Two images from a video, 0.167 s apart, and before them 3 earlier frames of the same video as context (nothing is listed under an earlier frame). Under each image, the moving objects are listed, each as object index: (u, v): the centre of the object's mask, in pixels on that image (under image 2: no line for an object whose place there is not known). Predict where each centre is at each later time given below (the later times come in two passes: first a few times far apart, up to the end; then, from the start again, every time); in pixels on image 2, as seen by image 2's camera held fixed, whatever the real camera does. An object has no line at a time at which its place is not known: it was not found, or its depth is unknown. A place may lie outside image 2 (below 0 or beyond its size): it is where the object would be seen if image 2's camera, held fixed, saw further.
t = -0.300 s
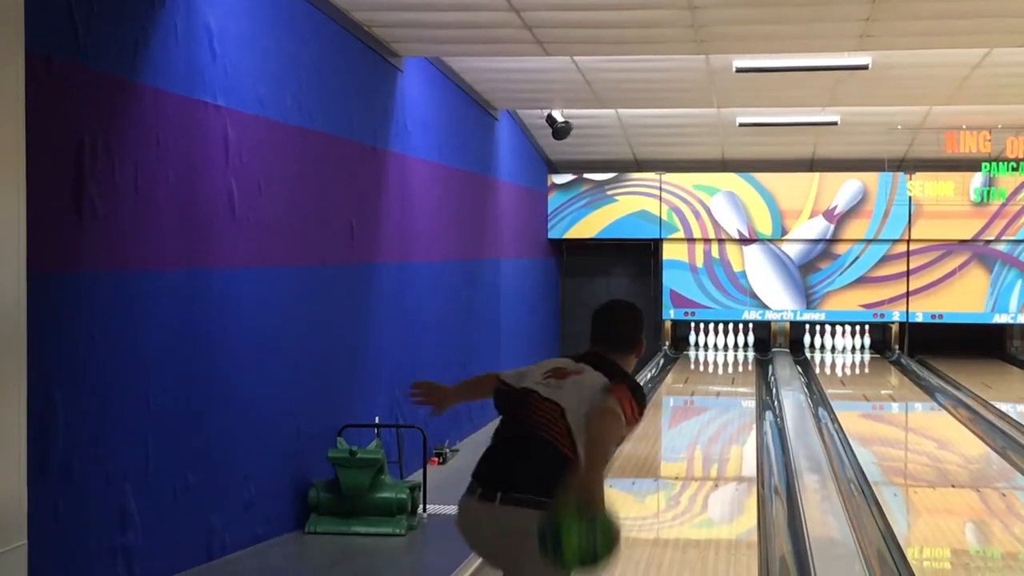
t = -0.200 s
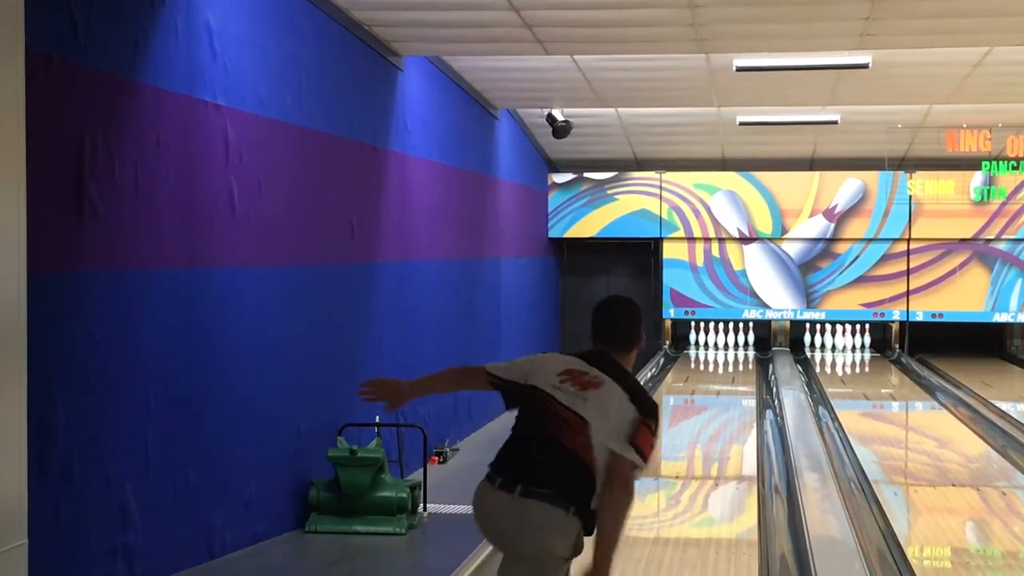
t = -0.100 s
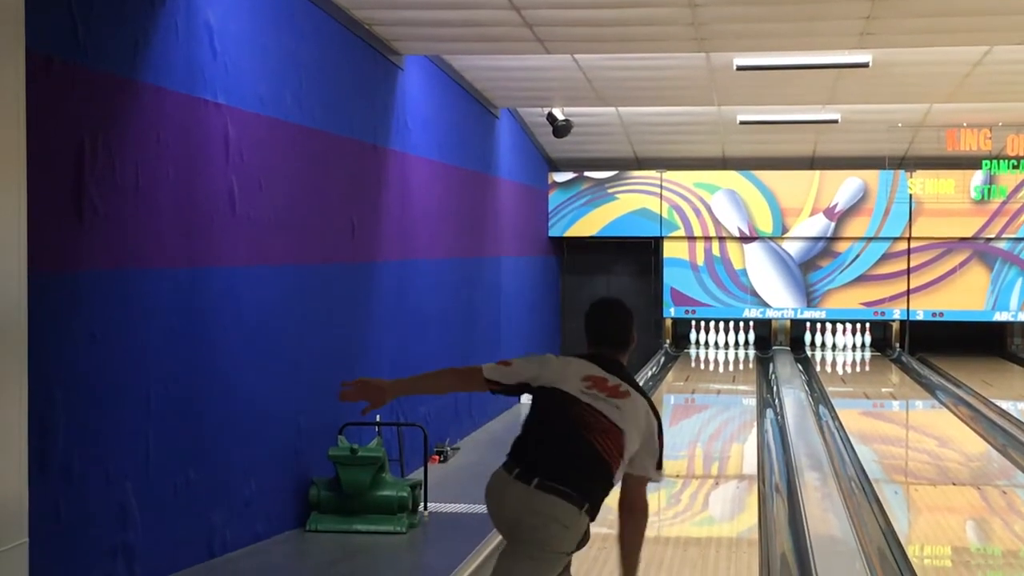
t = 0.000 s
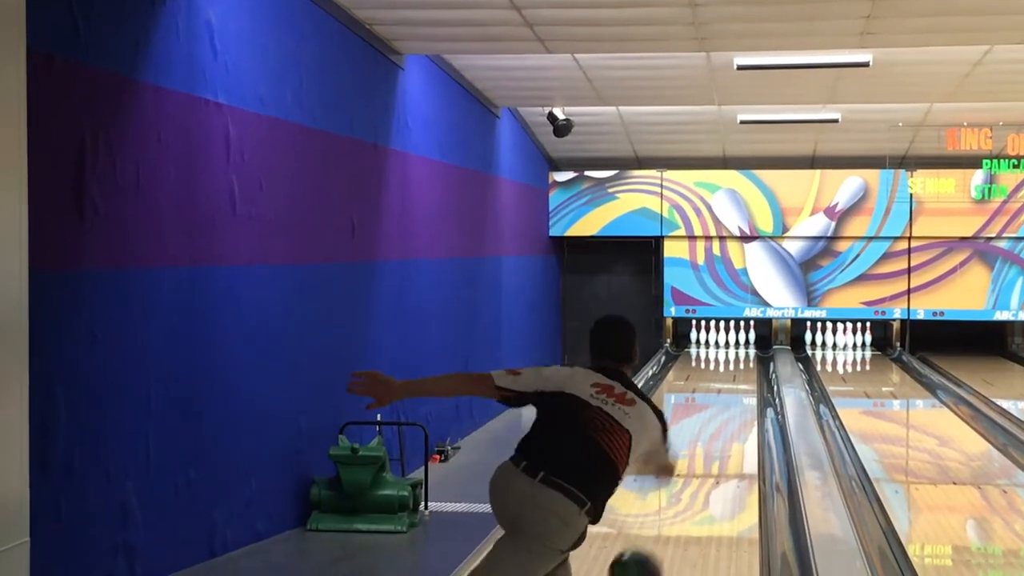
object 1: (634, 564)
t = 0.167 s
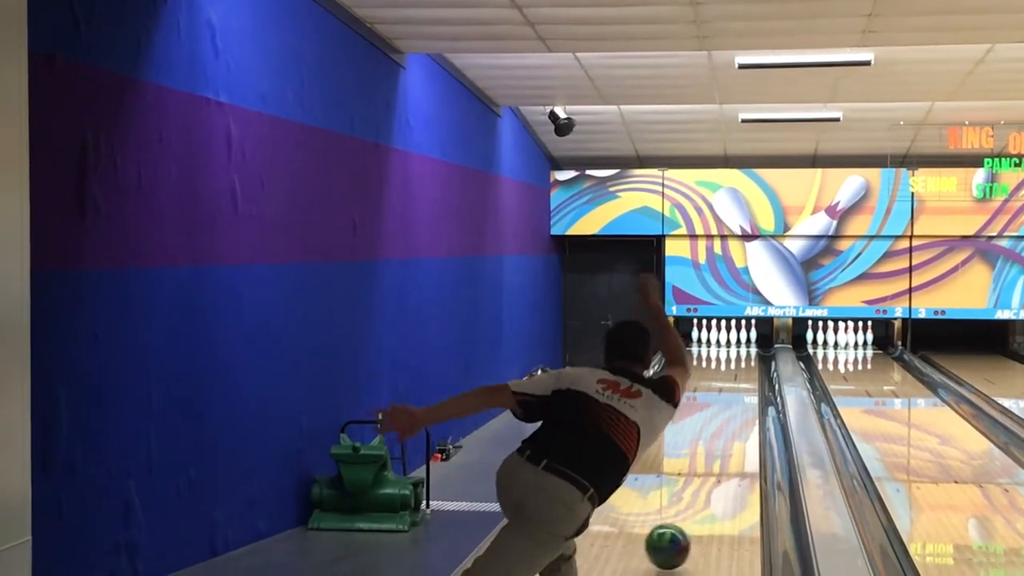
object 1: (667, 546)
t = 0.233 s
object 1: (676, 529)
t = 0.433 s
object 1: (698, 483)
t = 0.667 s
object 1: (716, 446)
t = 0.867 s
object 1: (726, 421)
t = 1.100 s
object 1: (735, 401)
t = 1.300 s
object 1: (740, 387)
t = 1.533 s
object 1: (745, 373)
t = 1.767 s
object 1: (745, 363)
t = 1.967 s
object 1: (744, 354)
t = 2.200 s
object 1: (739, 347)
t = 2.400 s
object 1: (733, 343)
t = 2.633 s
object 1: (729, 339)
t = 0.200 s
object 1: (672, 540)
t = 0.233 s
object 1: (676, 529)
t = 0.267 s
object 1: (681, 521)
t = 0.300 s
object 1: (685, 512)
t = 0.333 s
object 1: (688, 504)
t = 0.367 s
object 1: (692, 496)
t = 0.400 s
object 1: (695, 489)
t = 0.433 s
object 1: (698, 483)
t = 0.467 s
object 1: (701, 477)
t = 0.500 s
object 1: (704, 470)
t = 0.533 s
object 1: (707, 465)
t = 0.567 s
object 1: (709, 459)
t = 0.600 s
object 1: (712, 454)
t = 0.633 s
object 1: (714, 450)
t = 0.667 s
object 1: (716, 446)
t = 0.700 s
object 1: (718, 441)
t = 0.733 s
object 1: (720, 437)
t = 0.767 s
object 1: (722, 433)
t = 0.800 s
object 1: (723, 429)
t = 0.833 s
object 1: (725, 425)
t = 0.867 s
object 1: (726, 421)
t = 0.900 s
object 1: (728, 418)
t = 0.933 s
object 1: (729, 415)
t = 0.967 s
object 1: (730, 412)
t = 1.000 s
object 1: (732, 409)
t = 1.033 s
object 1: (733, 406)
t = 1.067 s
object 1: (734, 403)
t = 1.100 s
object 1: (735, 401)
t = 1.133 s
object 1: (736, 398)
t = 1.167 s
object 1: (737, 396)
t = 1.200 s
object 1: (738, 393)
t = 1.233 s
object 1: (739, 391)
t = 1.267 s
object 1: (740, 388)
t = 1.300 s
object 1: (740, 387)
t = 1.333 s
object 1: (741, 384)
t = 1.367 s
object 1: (742, 383)
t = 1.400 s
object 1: (742, 380)
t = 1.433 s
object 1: (743, 378)
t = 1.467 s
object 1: (743, 376)
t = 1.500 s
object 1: (744, 375)
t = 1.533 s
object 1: (745, 373)
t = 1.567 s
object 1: (744, 372)
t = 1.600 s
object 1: (745, 370)
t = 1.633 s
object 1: (746, 368)
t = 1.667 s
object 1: (746, 367)
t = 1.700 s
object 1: (746, 365)
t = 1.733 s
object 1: (746, 363)
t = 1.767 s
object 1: (745, 363)
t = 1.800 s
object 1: (746, 360)
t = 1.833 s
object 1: (745, 360)
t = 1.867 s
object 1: (746, 358)
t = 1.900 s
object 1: (745, 357)
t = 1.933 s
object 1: (744, 356)
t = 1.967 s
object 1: (744, 354)
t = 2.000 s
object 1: (744, 353)
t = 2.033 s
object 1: (744, 352)
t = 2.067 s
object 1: (742, 351)
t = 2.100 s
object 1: (742, 350)
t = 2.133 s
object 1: (741, 350)
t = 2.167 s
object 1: (740, 349)
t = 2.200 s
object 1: (739, 347)
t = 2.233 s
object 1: (738, 346)
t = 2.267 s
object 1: (737, 346)
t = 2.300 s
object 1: (735, 345)
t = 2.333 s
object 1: (735, 344)
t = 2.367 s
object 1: (734, 344)
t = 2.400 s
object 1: (733, 343)
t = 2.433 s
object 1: (732, 342)
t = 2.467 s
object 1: (731, 341)
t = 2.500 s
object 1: (729, 341)
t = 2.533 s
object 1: (730, 340)
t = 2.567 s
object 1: (730, 340)
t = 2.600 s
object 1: (729, 339)
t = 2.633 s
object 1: (729, 339)
